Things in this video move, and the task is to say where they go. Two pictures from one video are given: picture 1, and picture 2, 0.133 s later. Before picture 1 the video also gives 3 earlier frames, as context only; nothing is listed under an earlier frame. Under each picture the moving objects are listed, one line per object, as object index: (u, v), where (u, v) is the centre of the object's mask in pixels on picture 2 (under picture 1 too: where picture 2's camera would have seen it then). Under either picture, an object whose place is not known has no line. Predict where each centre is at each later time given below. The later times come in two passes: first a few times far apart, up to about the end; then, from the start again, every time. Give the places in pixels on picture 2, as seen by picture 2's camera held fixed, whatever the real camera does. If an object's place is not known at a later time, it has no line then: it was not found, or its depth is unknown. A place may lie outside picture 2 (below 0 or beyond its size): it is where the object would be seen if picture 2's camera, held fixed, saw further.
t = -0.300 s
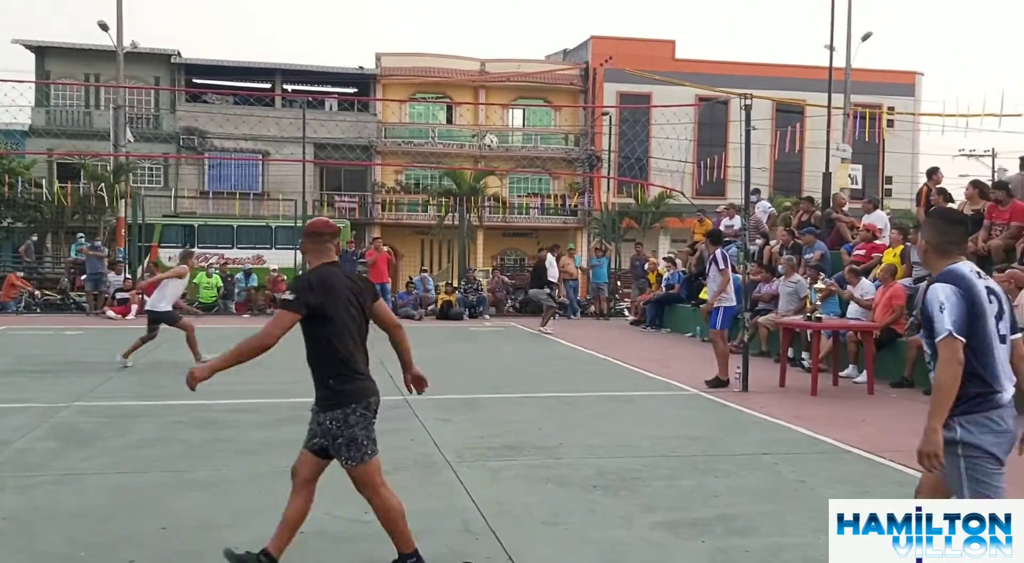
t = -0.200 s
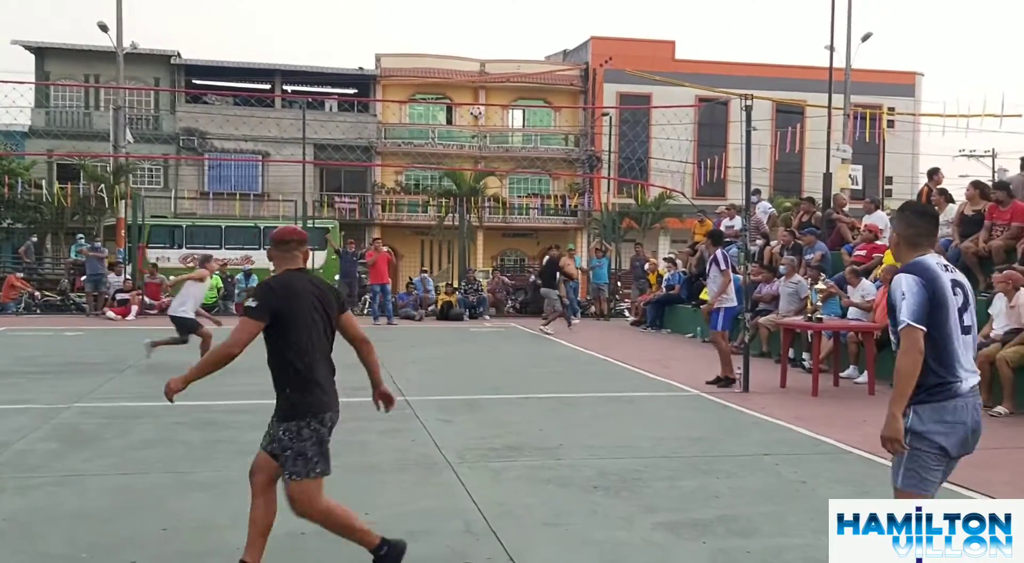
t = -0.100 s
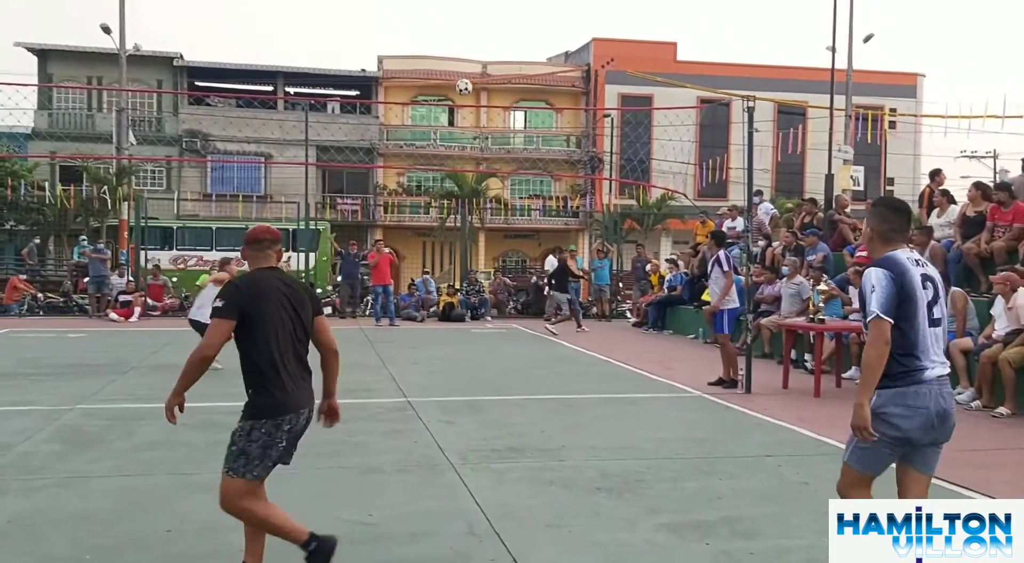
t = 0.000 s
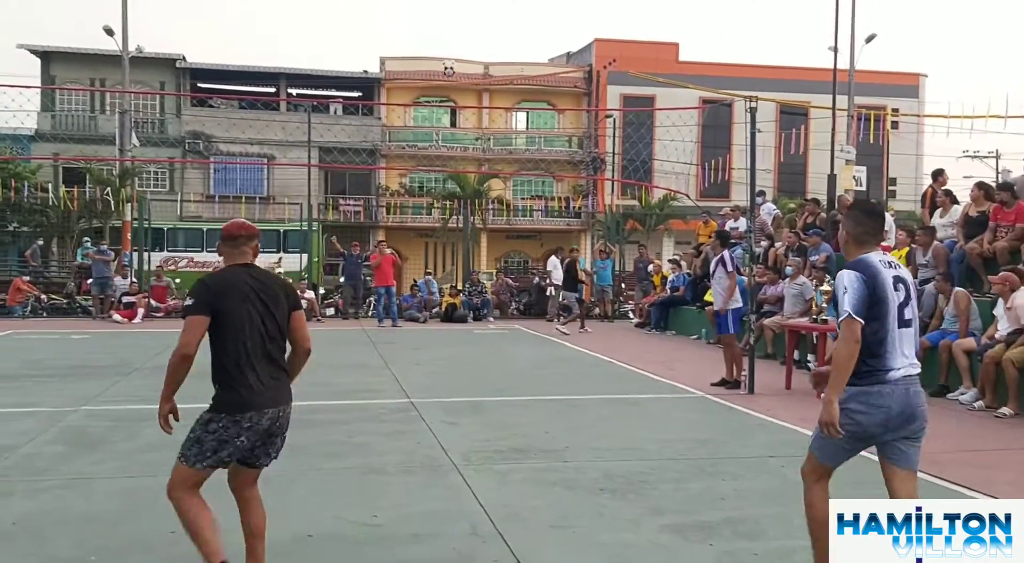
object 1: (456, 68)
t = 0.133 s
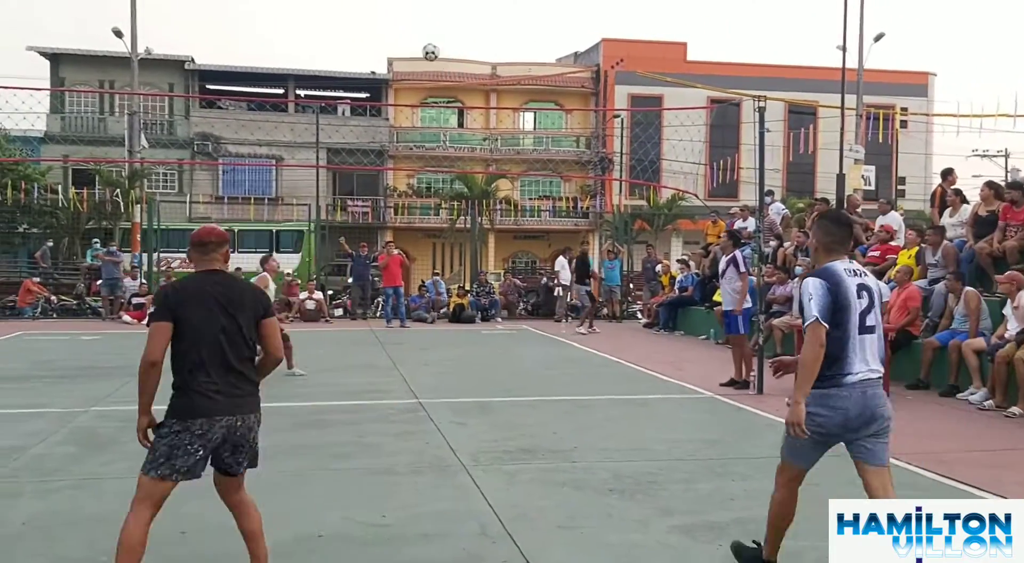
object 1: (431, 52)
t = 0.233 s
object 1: (409, 48)
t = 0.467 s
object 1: (348, 78)
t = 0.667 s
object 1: (286, 154)
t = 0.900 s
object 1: (253, 165)
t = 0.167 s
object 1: (424, 50)
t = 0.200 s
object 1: (416, 49)
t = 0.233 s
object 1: (409, 48)
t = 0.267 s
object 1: (401, 50)
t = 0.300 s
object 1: (393, 51)
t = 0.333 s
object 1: (384, 54)
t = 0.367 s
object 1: (376, 58)
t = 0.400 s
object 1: (367, 64)
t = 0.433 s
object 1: (358, 70)
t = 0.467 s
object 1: (348, 78)
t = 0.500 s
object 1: (339, 87)
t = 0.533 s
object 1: (329, 97)
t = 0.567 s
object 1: (318, 108)
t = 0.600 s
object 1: (307, 123)
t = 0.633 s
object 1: (296, 139)
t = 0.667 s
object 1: (286, 154)
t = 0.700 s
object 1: (280, 158)
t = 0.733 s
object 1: (274, 160)
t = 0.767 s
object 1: (270, 160)
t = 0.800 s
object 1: (265, 160)
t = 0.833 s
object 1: (262, 162)
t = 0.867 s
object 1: (257, 163)
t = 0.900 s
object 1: (253, 165)
